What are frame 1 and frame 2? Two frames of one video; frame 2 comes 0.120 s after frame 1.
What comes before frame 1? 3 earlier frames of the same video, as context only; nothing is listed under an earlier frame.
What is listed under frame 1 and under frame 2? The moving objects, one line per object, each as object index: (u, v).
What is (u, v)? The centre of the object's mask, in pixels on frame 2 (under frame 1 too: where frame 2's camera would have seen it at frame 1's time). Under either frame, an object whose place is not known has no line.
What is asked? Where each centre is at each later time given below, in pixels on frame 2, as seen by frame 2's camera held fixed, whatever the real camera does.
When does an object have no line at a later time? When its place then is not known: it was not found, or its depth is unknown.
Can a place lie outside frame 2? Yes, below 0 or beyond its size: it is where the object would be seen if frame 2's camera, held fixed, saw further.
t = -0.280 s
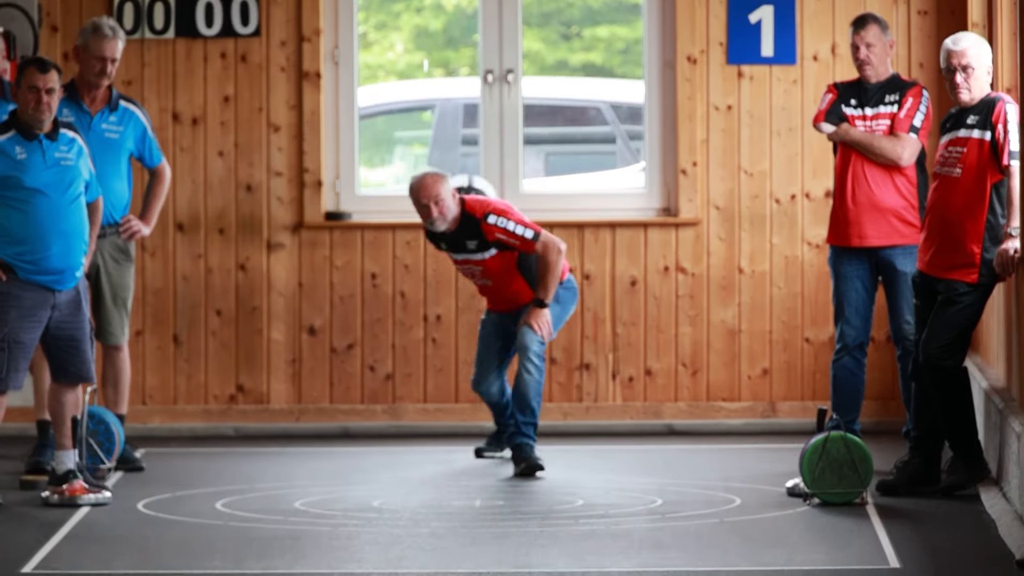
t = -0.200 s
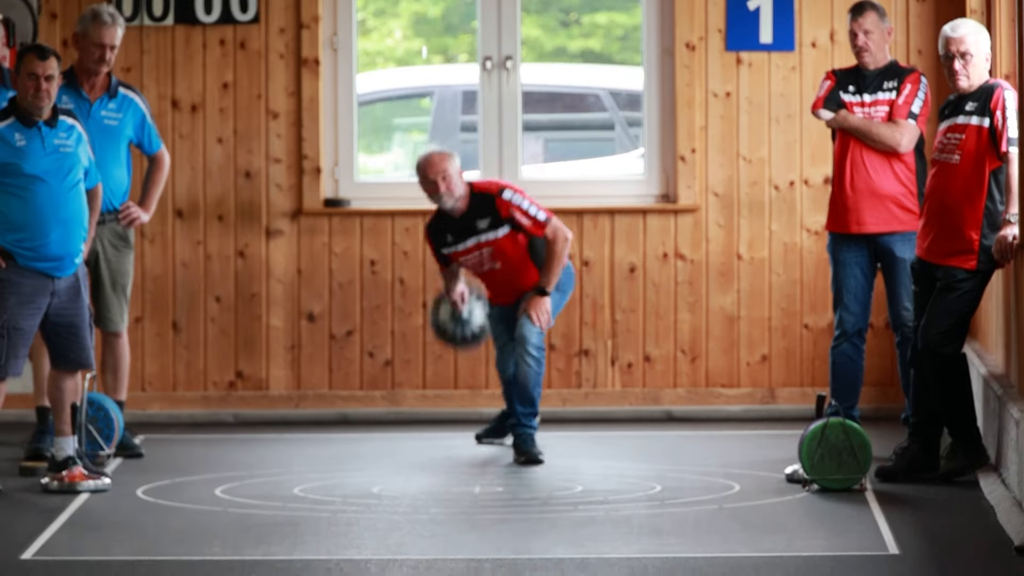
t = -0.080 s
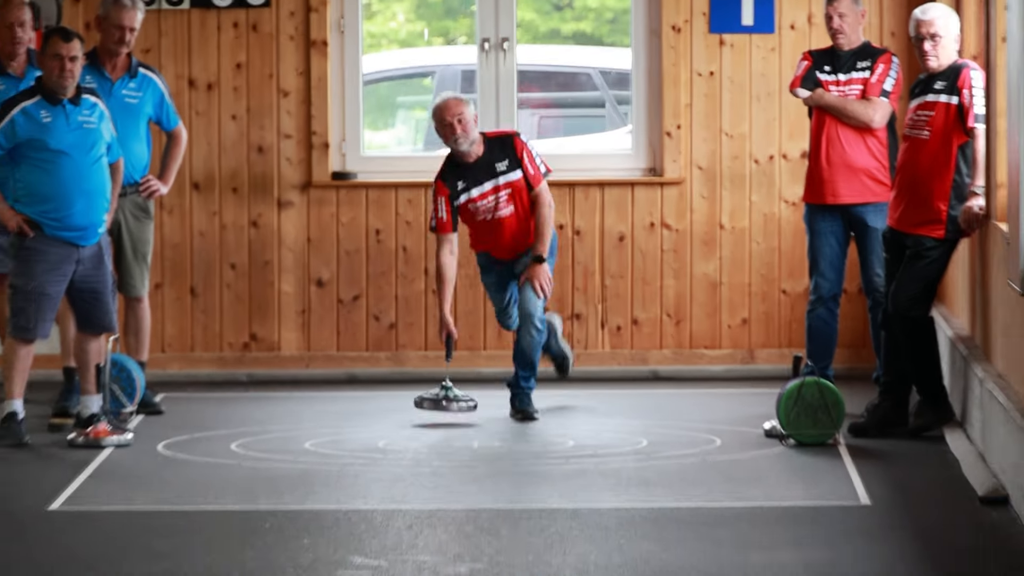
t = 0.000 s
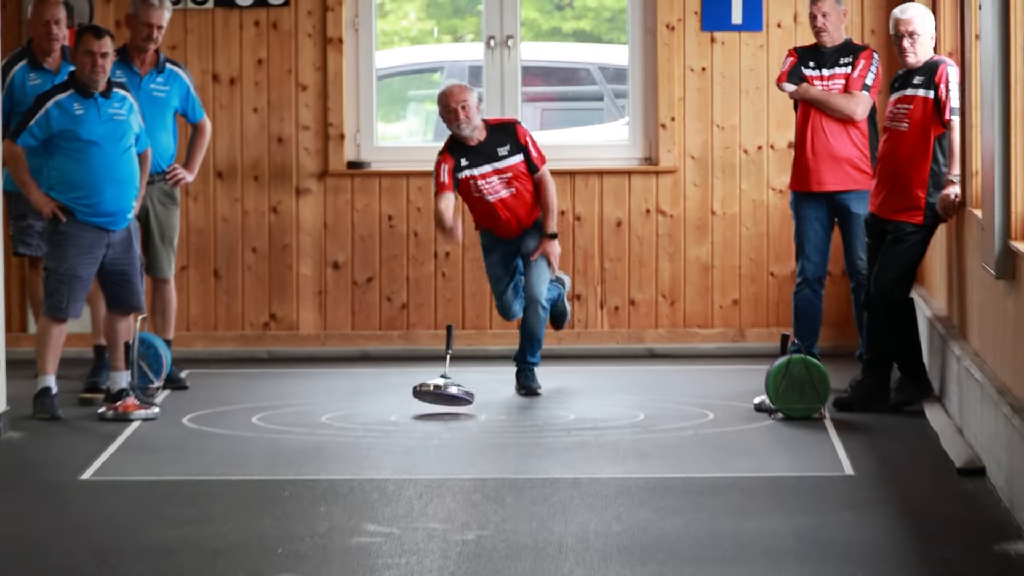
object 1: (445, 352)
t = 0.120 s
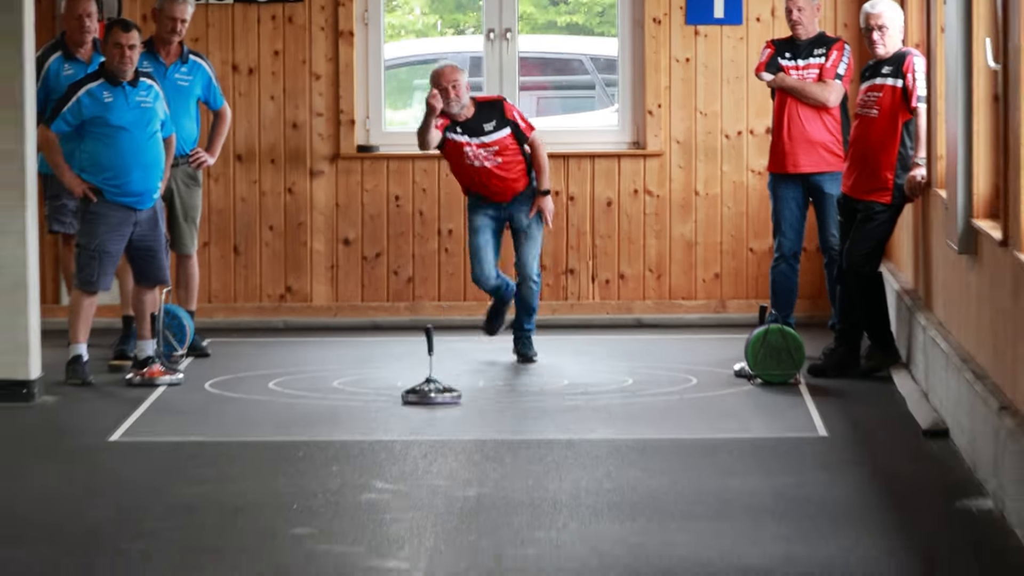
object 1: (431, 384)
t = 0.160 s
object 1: (427, 392)
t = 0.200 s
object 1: (421, 402)
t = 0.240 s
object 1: (417, 409)
